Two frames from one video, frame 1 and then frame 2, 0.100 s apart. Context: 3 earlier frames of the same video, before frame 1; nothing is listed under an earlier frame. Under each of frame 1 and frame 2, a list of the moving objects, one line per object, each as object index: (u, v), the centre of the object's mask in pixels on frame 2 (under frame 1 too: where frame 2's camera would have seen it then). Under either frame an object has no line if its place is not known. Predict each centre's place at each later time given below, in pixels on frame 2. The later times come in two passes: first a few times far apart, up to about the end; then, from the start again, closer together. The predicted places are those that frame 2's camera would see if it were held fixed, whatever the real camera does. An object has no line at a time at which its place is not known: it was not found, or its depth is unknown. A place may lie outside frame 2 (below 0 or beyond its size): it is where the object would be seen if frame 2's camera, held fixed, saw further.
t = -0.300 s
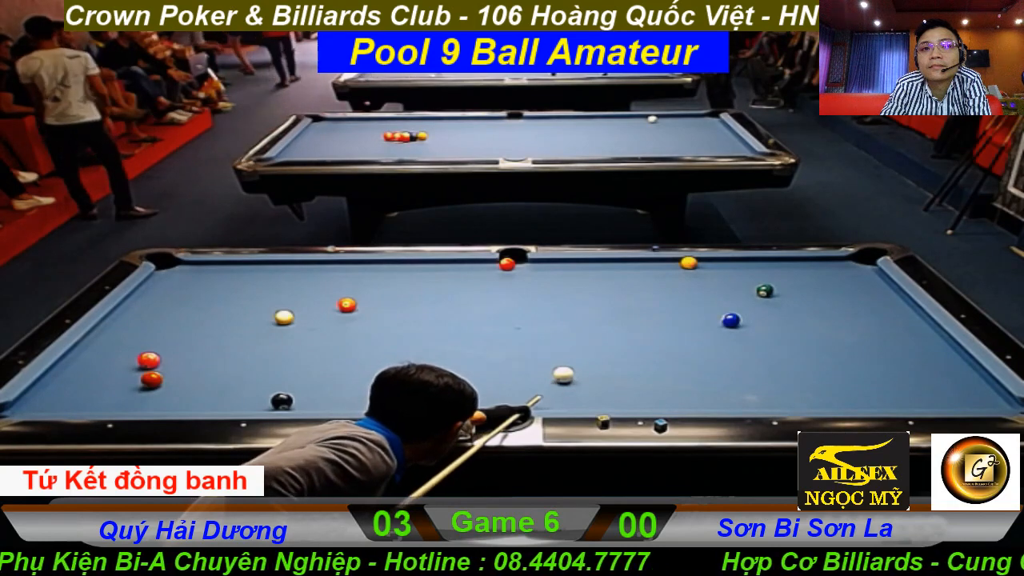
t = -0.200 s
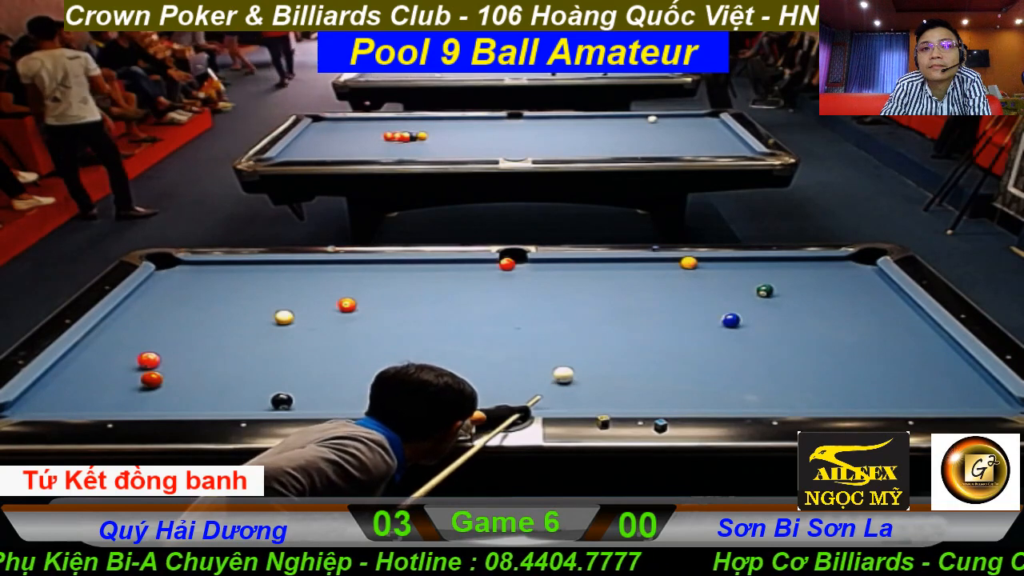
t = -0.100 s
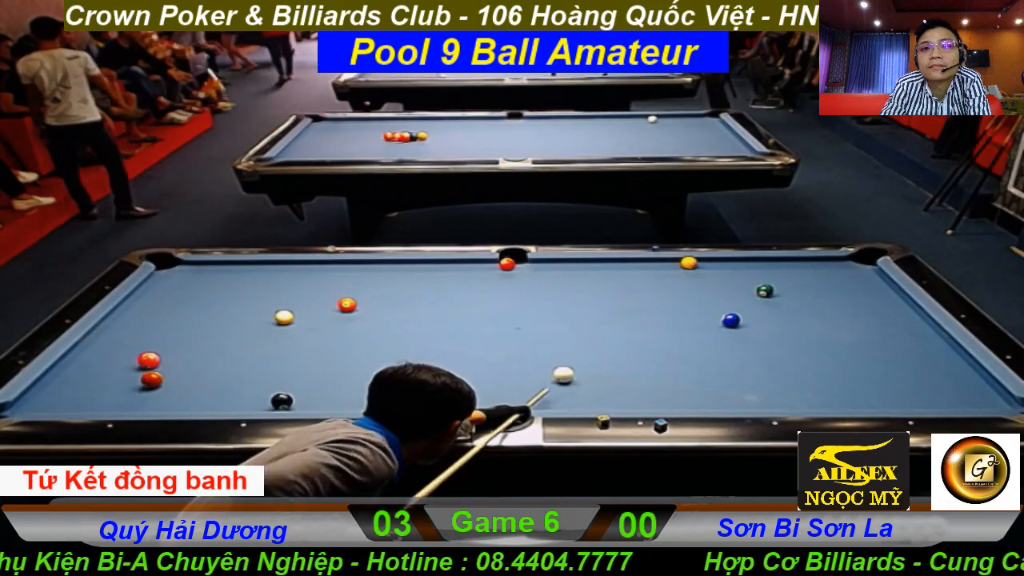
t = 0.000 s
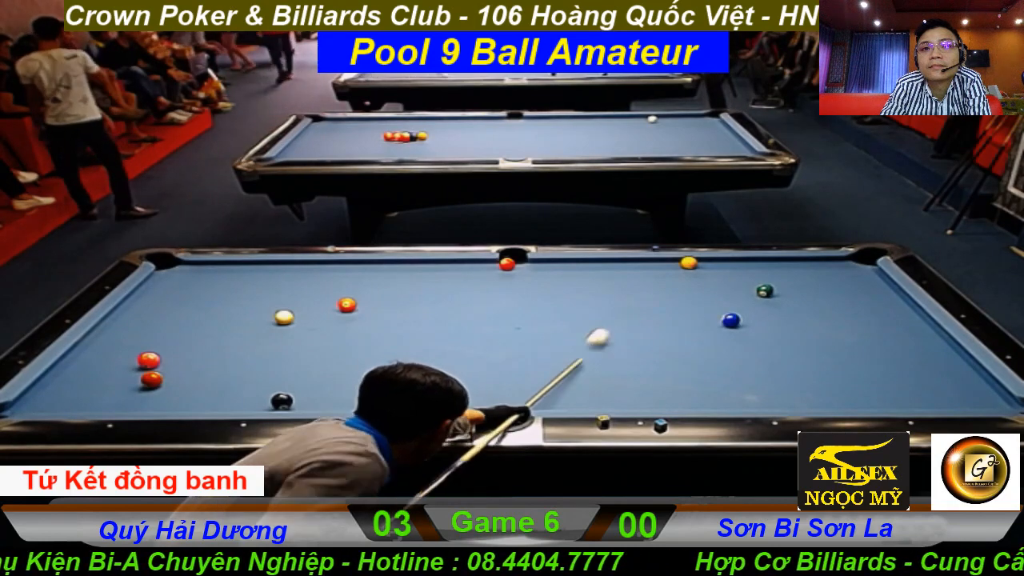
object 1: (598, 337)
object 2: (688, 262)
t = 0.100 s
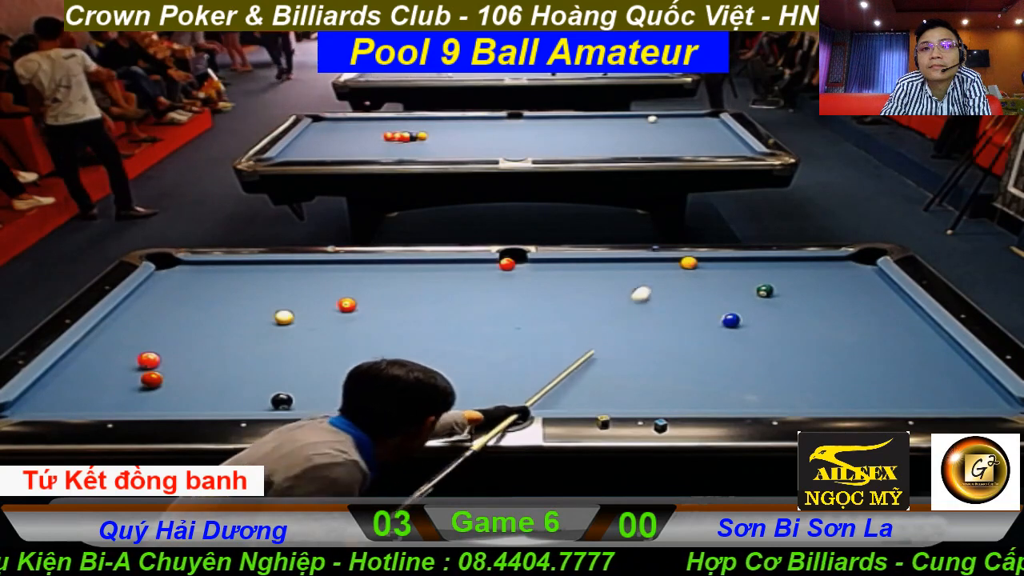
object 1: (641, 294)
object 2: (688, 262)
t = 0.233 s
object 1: (673, 266)
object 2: (704, 262)
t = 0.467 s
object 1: (689, 318)
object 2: (782, 261)
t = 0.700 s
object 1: (706, 377)
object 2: (848, 260)
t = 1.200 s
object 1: (684, 345)
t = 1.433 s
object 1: (671, 319)
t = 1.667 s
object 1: (660, 296)
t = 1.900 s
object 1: (650, 277)
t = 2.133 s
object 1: (642, 261)
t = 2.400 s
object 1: (645, 272)
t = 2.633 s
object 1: (648, 281)
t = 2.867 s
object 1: (651, 290)
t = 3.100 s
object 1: (654, 298)
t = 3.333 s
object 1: (656, 307)
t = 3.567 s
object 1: (658, 316)
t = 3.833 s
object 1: (658, 325)
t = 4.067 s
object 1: (658, 334)
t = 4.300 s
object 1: (658, 342)
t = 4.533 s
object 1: (659, 350)
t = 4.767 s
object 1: (660, 358)
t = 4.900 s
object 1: (665, 364)
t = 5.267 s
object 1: (660, 373)
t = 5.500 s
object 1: (658, 379)
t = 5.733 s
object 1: (657, 385)
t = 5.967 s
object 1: (655, 389)
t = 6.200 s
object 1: (653, 393)
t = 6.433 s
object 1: (651, 397)
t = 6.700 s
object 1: (649, 399)
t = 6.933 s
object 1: (648, 401)
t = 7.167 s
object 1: (647, 402)
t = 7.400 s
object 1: (645, 402)
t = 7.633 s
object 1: (645, 402)
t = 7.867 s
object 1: (645, 402)
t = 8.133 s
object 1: (644, 402)
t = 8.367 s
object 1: (644, 402)
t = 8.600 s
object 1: (644, 402)
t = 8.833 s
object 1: (644, 402)
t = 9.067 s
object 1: (644, 402)
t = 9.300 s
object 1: (644, 403)
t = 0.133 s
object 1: (641, 294)
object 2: (688, 262)
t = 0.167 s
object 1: (653, 282)
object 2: (688, 262)
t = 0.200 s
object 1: (671, 261)
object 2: (690, 262)
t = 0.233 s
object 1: (673, 266)
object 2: (704, 262)
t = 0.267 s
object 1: (675, 273)
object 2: (717, 262)
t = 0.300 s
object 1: (678, 280)
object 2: (729, 262)
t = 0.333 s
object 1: (680, 288)
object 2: (740, 262)
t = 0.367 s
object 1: (682, 295)
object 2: (752, 261)
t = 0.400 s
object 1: (684, 303)
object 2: (762, 261)
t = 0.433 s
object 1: (687, 311)
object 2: (772, 261)
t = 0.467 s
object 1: (689, 318)
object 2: (782, 261)
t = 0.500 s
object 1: (691, 326)
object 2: (791, 261)
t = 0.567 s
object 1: (695, 342)
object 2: (810, 261)
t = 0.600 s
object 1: (698, 350)
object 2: (820, 260)
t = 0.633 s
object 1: (700, 359)
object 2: (829, 260)
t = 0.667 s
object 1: (703, 368)
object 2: (838, 260)
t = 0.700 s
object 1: (706, 377)
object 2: (848, 260)
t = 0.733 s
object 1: (708, 387)
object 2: (857, 259)
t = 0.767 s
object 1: (711, 396)
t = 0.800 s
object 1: (714, 403)
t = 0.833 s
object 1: (712, 401)
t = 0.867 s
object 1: (708, 395)
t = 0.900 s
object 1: (705, 388)
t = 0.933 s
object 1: (702, 382)
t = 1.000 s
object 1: (697, 371)
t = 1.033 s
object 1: (694, 366)
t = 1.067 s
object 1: (692, 361)
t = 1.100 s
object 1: (690, 357)
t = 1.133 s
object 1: (688, 353)
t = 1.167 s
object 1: (686, 349)
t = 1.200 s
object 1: (684, 345)
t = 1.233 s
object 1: (681, 341)
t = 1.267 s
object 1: (680, 337)
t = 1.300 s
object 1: (678, 333)
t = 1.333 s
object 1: (676, 329)
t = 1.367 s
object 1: (676, 330)
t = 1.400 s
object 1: (673, 322)
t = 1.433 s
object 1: (671, 319)
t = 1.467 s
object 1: (669, 315)
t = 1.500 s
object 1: (668, 312)
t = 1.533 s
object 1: (666, 309)
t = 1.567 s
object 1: (664, 306)
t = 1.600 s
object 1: (663, 302)
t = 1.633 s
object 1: (661, 299)
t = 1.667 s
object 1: (660, 296)
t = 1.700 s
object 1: (658, 293)
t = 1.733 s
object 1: (657, 290)
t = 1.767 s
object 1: (656, 288)
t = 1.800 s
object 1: (654, 285)
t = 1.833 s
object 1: (653, 282)
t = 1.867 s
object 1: (651, 280)
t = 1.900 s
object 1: (650, 277)
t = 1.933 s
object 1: (649, 274)
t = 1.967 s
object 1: (648, 272)
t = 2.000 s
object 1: (647, 269)
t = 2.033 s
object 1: (645, 267)
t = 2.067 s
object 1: (644, 264)
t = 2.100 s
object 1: (643, 262)
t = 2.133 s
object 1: (642, 261)
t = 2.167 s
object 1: (643, 262)
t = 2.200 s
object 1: (643, 264)
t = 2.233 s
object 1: (643, 265)
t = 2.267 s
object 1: (644, 267)
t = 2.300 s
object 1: (644, 268)
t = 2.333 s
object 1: (644, 269)
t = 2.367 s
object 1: (645, 271)
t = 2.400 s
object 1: (645, 272)
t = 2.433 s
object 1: (646, 273)
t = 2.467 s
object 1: (646, 274)
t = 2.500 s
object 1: (646, 276)
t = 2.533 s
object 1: (647, 277)
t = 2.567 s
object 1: (647, 278)
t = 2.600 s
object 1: (648, 279)
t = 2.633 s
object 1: (648, 281)
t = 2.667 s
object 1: (649, 282)
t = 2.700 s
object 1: (649, 283)
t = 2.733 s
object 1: (649, 285)
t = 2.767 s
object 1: (650, 286)
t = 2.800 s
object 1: (650, 287)
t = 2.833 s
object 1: (651, 288)
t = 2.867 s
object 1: (651, 290)
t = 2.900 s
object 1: (652, 291)
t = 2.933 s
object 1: (652, 292)
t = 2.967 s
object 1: (652, 293)
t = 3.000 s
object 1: (652, 295)
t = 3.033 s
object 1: (653, 296)
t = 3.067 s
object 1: (653, 297)
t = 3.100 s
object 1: (654, 298)
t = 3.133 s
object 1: (654, 299)
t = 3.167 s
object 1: (654, 301)
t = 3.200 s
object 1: (655, 302)
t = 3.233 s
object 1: (655, 303)
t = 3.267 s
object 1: (655, 304)
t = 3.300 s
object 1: (656, 306)
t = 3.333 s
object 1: (656, 307)
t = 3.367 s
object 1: (656, 308)
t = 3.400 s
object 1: (656, 310)
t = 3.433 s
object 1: (657, 311)
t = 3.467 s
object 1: (657, 312)
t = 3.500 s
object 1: (657, 313)
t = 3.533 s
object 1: (657, 314)
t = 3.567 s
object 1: (658, 316)
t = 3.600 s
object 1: (658, 317)
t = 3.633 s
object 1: (658, 318)
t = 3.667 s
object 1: (658, 319)
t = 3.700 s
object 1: (658, 321)
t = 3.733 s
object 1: (658, 322)
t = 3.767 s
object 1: (658, 323)
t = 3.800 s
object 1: (658, 324)
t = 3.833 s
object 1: (658, 325)
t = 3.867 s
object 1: (658, 327)
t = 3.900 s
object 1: (658, 328)
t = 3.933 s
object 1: (658, 329)
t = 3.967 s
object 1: (658, 330)
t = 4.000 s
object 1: (658, 331)
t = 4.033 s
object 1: (658, 333)
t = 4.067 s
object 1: (658, 334)
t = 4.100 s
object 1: (658, 335)
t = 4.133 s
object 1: (658, 336)
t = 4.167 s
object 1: (658, 337)
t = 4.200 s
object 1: (658, 338)
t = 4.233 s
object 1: (658, 340)
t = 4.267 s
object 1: (658, 341)
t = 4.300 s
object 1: (658, 342)
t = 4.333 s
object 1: (658, 343)
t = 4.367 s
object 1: (658, 344)
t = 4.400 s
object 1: (658, 345)
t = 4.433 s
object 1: (658, 347)
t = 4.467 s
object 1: (659, 348)
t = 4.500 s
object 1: (659, 349)
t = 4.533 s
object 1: (659, 350)
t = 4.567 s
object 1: (659, 351)
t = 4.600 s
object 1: (660, 352)
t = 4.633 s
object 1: (662, 354)
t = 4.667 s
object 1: (658, 355)
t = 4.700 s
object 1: (658, 356)
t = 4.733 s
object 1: (659, 357)
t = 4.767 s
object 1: (660, 358)
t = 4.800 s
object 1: (660, 359)
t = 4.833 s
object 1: (660, 360)
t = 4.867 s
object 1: (661, 361)
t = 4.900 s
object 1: (665, 364)
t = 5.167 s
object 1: (656, 367)
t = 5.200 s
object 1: (659, 371)
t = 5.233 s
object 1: (660, 373)
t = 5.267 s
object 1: (660, 373)
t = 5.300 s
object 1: (659, 374)
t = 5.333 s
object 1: (659, 375)
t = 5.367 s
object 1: (659, 376)
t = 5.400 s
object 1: (659, 377)
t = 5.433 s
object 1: (659, 378)
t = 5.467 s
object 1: (658, 379)
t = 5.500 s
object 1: (658, 379)
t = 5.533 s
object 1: (658, 379)
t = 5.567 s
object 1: (658, 381)
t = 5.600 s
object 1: (658, 381)
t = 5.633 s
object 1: (658, 382)
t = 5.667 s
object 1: (657, 383)
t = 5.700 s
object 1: (657, 384)
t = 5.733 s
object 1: (657, 385)
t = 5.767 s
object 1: (656, 386)
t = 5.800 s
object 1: (656, 386)
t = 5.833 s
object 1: (656, 386)
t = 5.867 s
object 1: (656, 387)
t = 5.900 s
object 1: (655, 388)
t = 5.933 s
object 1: (655, 389)
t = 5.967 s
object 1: (655, 389)
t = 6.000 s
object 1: (655, 390)
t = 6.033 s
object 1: (654, 390)
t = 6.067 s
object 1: (654, 391)
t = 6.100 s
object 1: (654, 392)
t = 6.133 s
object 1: (654, 392)
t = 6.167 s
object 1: (653, 393)
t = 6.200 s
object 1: (653, 393)
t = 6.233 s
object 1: (653, 394)
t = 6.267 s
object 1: (653, 394)
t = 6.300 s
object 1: (652, 395)
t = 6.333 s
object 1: (652, 395)
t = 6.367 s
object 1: (652, 396)
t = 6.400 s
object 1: (652, 396)
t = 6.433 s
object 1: (651, 397)
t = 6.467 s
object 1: (651, 398)
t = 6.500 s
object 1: (651, 398)
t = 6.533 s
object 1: (650, 398)
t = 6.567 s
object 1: (650, 399)
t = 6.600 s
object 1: (650, 399)
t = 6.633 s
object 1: (650, 399)
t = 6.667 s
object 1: (649, 399)
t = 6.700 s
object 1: (649, 399)
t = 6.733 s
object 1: (649, 400)
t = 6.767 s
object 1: (648, 400)
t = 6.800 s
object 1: (648, 400)
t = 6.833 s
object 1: (648, 400)
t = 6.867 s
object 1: (648, 400)
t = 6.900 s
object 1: (648, 401)
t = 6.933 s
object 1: (648, 401)
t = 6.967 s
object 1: (647, 401)
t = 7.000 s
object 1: (647, 401)
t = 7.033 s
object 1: (647, 401)
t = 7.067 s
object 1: (647, 402)
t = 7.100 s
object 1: (647, 402)
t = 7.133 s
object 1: (647, 402)
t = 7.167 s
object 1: (647, 402)
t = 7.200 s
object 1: (647, 402)
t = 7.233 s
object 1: (646, 402)
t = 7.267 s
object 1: (646, 402)
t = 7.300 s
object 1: (646, 402)
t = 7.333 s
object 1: (646, 403)
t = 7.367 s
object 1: (646, 402)
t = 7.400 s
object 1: (645, 402)
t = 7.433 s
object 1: (645, 402)
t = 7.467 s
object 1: (645, 402)
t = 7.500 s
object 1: (645, 402)
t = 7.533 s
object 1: (645, 402)
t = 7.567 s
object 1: (645, 402)
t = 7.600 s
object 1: (645, 402)
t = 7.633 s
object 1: (645, 402)
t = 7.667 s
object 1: (645, 402)
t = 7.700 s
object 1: (645, 402)
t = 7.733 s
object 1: (645, 403)
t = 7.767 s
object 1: (645, 402)
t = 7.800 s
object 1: (645, 402)
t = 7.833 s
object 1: (645, 402)
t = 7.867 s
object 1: (645, 402)
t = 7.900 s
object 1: (645, 402)
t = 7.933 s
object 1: (645, 402)
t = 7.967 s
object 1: (645, 402)
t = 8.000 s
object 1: (645, 402)
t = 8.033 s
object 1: (645, 402)
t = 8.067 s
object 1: (645, 402)
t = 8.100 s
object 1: (645, 402)
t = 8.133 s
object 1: (644, 402)
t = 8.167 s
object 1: (644, 402)
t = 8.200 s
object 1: (644, 402)
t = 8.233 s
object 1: (644, 402)
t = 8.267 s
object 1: (644, 402)
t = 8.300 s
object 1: (644, 402)
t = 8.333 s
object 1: (644, 402)
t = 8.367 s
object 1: (644, 402)
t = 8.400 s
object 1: (644, 402)
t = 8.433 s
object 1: (644, 402)
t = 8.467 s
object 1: (644, 402)
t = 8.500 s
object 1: (645, 402)
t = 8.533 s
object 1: (645, 402)
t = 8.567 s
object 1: (644, 402)
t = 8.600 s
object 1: (644, 402)
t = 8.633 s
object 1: (644, 402)
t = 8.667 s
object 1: (644, 402)
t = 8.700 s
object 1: (645, 402)
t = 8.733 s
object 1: (644, 402)
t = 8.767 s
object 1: (644, 402)
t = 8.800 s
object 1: (644, 402)
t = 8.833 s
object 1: (644, 402)
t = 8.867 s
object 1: (644, 402)
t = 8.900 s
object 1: (644, 402)
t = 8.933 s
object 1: (644, 402)
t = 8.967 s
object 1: (644, 402)
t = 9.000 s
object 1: (644, 403)
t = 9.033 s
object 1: (644, 402)
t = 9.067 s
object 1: (644, 402)
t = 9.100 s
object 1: (644, 402)
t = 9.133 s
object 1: (644, 402)
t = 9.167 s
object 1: (644, 403)
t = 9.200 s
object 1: (644, 403)
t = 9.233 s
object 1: (644, 402)
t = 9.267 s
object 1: (644, 403)
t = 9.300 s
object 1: (644, 403)
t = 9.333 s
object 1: (644, 402)
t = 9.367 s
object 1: (644, 403)
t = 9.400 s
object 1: (644, 403)
